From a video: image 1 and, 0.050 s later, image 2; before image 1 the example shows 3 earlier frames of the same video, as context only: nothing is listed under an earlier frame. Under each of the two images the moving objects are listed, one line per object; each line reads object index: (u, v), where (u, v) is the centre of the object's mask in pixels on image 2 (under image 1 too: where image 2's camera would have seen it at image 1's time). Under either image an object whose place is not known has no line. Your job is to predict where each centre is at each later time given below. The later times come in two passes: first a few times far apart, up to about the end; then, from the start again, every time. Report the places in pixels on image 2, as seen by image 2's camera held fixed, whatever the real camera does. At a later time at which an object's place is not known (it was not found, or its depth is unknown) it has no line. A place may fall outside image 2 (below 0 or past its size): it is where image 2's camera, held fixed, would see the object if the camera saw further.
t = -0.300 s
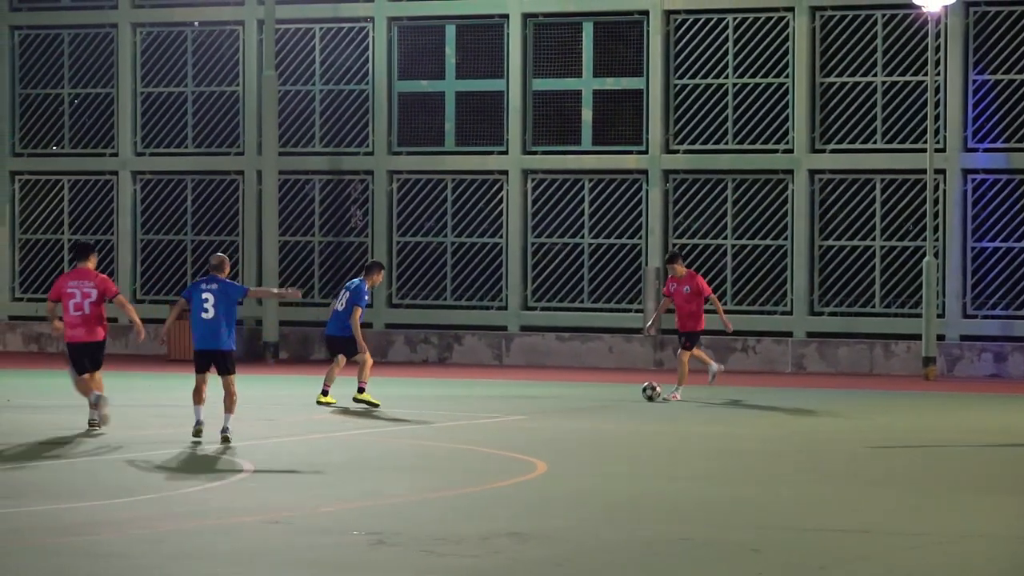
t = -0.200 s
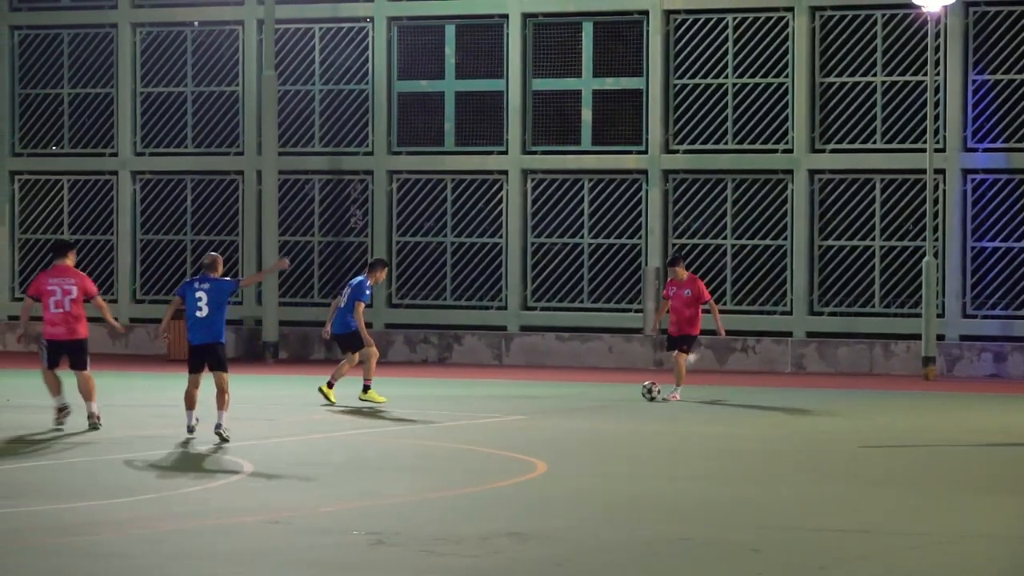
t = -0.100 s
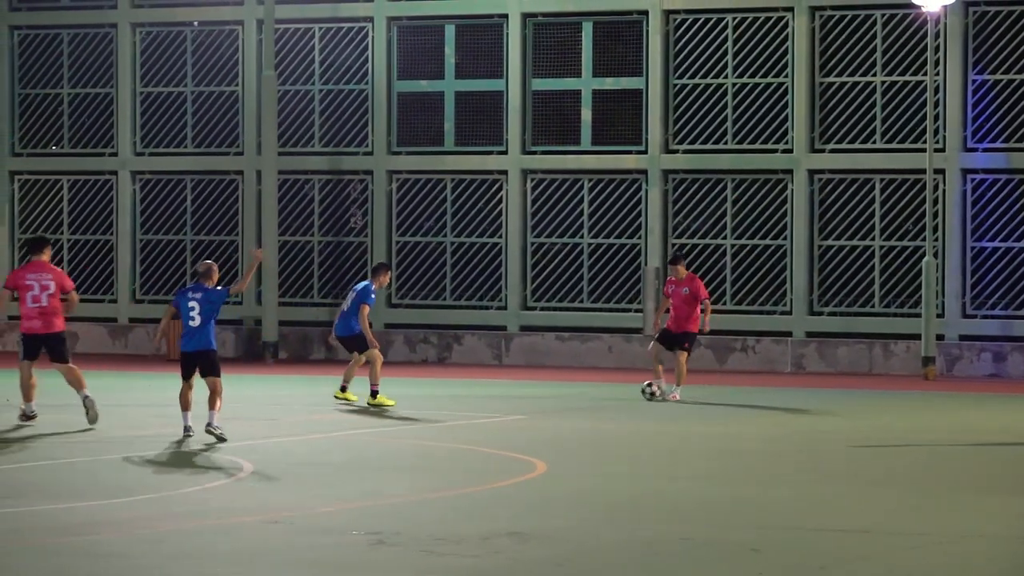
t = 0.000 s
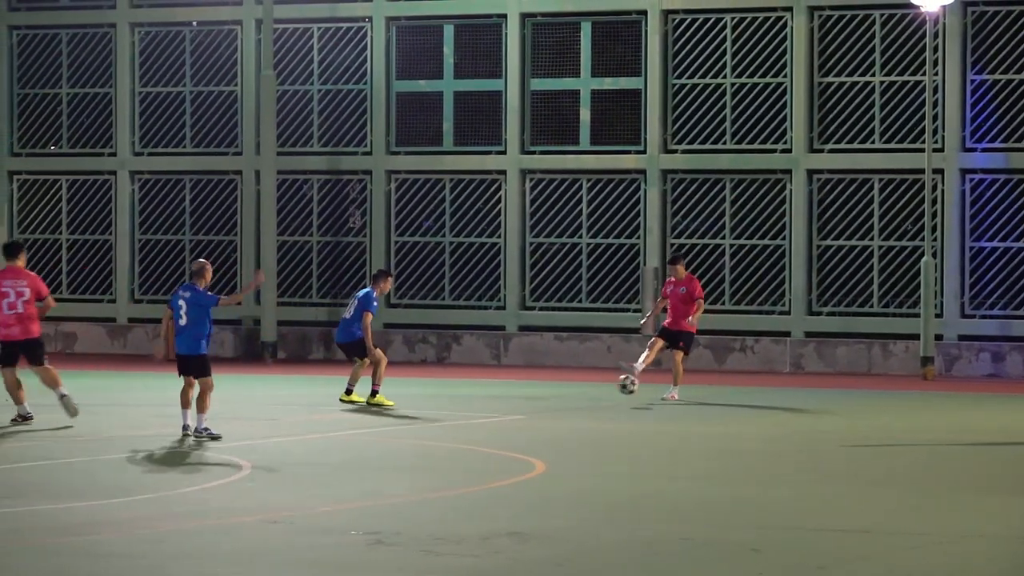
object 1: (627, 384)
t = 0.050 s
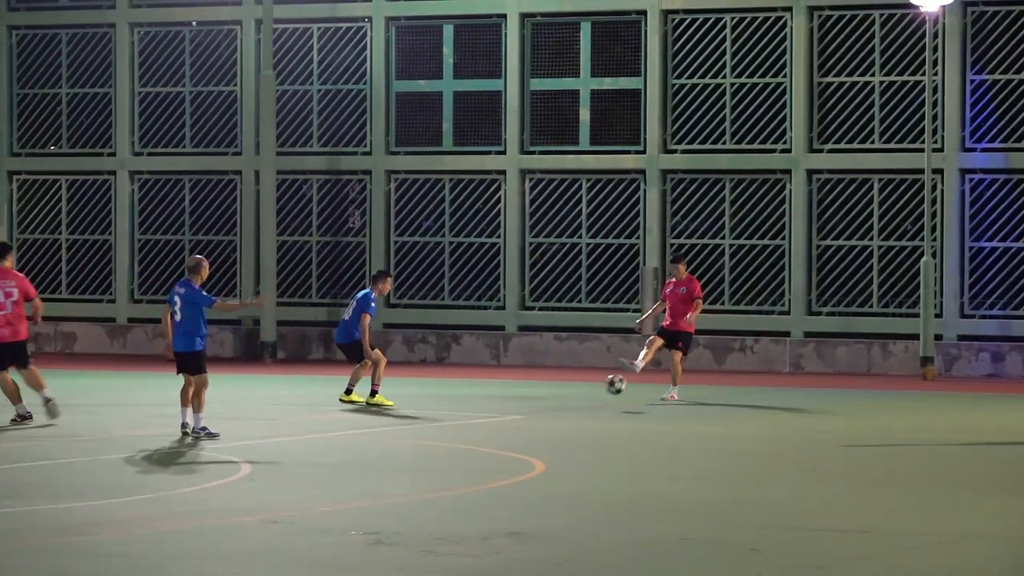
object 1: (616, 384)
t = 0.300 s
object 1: (562, 414)
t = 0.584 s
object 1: (519, 430)
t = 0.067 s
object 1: (611, 385)
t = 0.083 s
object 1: (607, 386)
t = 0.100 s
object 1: (604, 386)
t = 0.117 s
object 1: (599, 388)
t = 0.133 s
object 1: (596, 390)
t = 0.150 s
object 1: (592, 391)
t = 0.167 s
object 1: (588, 394)
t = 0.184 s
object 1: (585, 397)
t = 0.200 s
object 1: (581, 399)
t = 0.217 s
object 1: (577, 402)
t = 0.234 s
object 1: (573, 405)
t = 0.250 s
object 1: (570, 409)
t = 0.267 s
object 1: (567, 414)
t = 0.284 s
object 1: (564, 416)
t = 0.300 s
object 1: (562, 414)
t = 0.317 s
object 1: (559, 412)
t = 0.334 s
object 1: (557, 411)
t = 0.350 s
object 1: (554, 409)
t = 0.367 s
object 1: (552, 408)
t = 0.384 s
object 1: (550, 407)
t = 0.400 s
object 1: (548, 407)
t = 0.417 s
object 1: (545, 408)
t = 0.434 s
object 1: (543, 408)
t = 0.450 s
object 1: (540, 409)
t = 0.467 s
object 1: (538, 410)
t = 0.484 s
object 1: (535, 412)
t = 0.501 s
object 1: (533, 413)
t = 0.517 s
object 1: (529, 416)
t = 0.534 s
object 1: (528, 419)
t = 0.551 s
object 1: (524, 422)
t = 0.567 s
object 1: (522, 425)
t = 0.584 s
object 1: (519, 430)
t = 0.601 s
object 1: (517, 434)
